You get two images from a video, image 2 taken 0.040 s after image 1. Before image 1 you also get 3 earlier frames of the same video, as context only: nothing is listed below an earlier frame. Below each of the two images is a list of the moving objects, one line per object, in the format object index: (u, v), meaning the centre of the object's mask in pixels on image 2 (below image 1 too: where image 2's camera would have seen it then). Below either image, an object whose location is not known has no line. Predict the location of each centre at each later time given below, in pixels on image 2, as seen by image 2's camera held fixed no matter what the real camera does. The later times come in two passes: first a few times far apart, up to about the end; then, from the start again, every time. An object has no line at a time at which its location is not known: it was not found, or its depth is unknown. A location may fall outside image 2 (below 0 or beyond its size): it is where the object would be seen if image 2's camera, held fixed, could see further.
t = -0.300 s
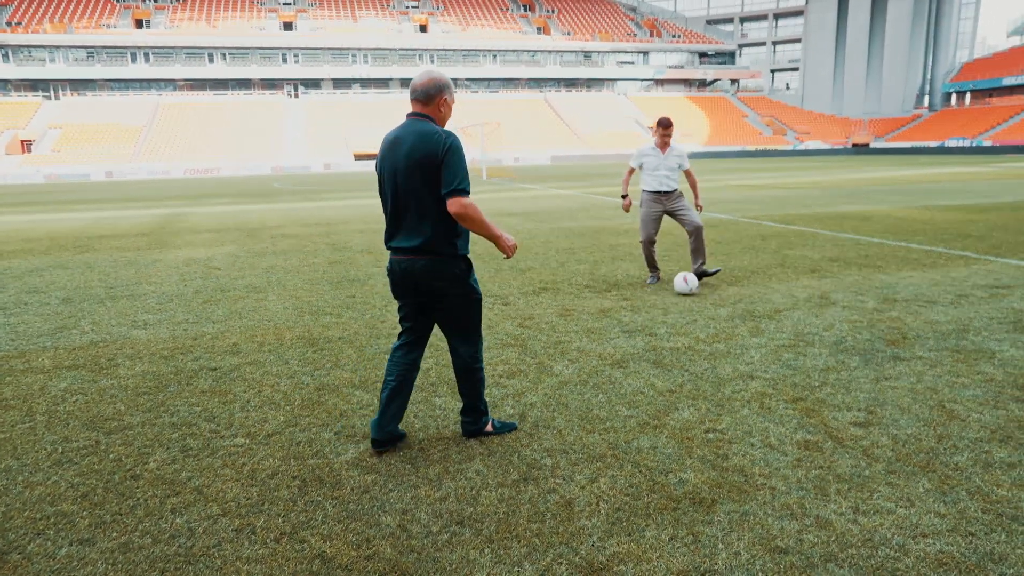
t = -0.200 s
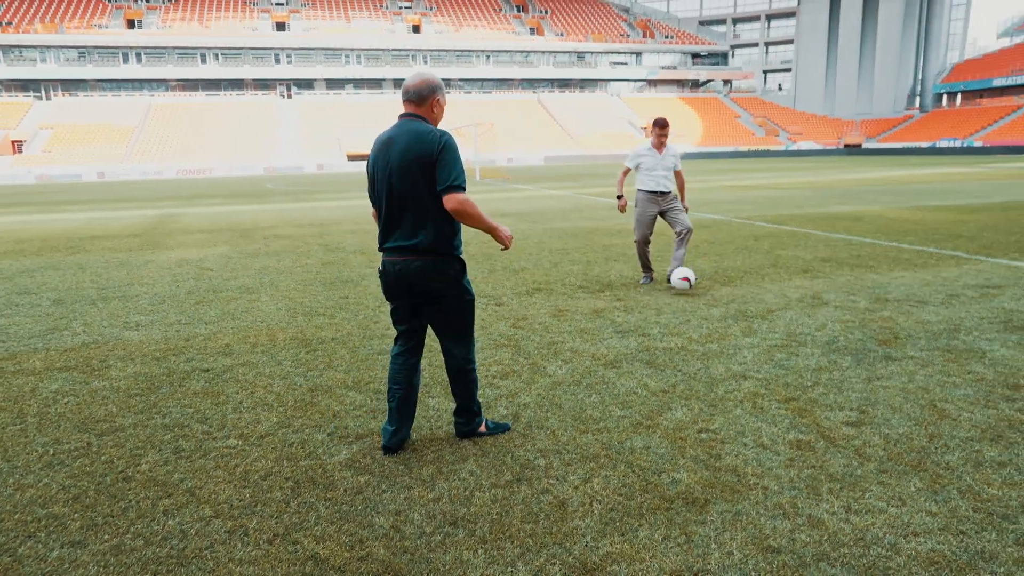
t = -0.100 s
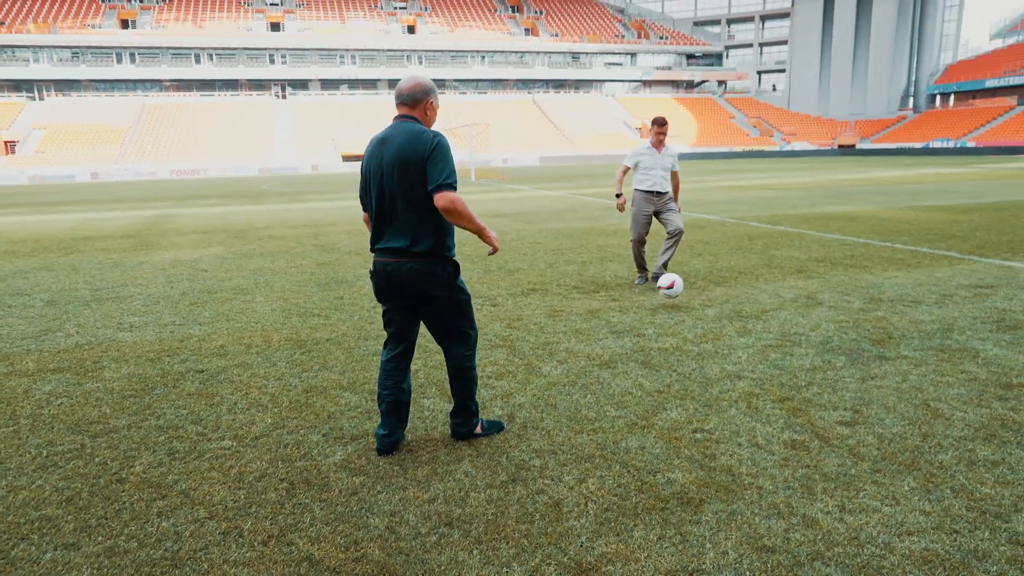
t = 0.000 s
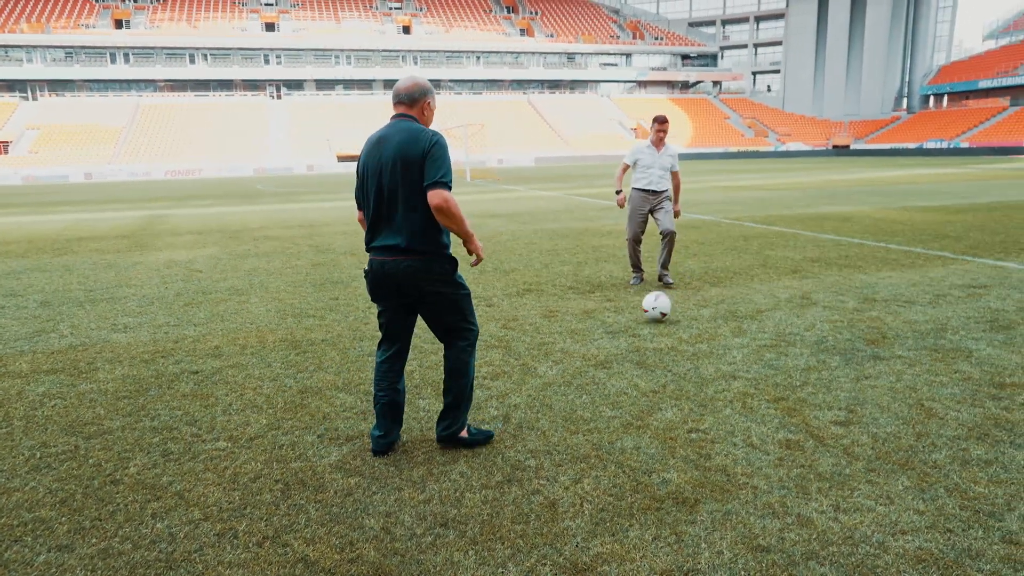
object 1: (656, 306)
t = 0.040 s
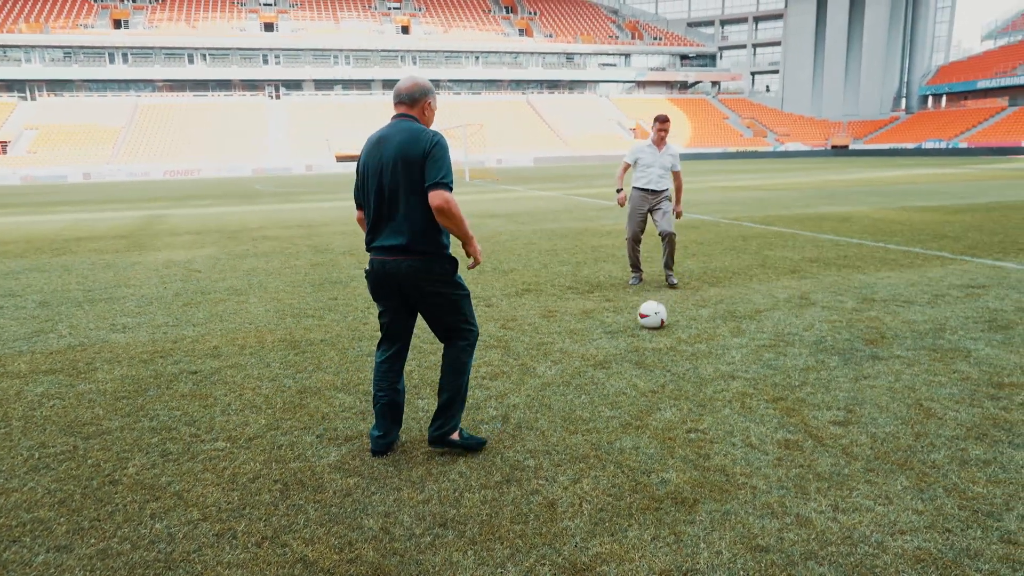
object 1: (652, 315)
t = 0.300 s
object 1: (636, 344)
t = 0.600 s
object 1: (626, 380)
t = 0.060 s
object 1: (651, 315)
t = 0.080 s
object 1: (650, 316)
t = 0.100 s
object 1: (648, 317)
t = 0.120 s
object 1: (647, 319)
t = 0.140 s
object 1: (646, 321)
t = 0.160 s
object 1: (645, 324)
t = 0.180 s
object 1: (643, 327)
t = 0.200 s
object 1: (641, 331)
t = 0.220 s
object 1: (640, 336)
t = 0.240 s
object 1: (638, 341)
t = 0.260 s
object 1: (637, 342)
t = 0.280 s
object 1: (637, 343)
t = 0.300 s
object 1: (636, 344)
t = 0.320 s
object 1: (634, 346)
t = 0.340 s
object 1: (634, 348)
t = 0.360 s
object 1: (633, 351)
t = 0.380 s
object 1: (632, 355)
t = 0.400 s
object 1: (631, 359)
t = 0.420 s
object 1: (630, 362)
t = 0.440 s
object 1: (630, 363)
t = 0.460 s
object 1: (629, 364)
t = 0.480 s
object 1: (629, 366)
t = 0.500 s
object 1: (628, 369)
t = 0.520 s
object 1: (628, 371)
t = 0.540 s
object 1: (627, 374)
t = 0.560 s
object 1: (627, 377)
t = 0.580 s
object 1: (627, 379)
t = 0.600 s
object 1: (626, 380)
